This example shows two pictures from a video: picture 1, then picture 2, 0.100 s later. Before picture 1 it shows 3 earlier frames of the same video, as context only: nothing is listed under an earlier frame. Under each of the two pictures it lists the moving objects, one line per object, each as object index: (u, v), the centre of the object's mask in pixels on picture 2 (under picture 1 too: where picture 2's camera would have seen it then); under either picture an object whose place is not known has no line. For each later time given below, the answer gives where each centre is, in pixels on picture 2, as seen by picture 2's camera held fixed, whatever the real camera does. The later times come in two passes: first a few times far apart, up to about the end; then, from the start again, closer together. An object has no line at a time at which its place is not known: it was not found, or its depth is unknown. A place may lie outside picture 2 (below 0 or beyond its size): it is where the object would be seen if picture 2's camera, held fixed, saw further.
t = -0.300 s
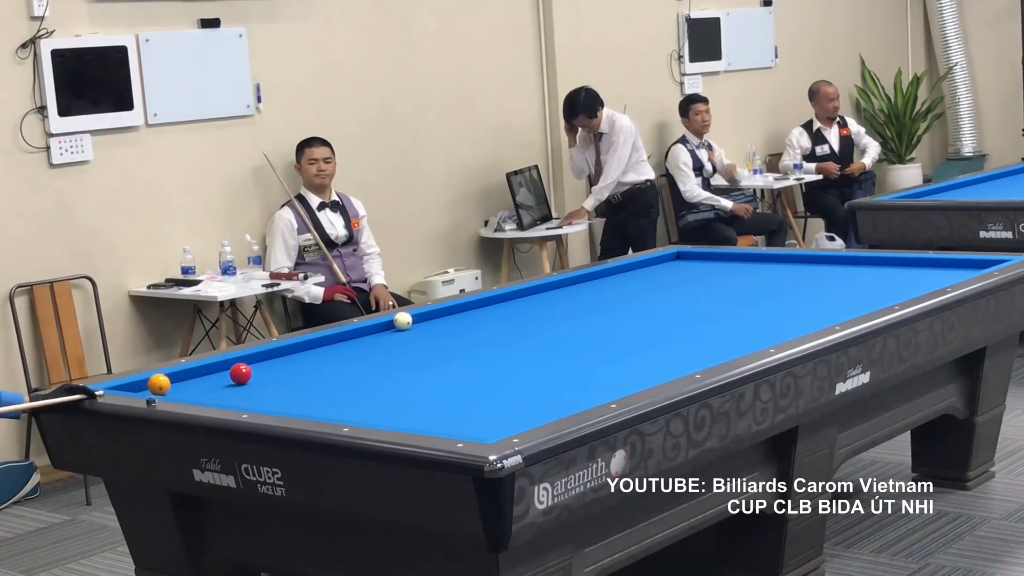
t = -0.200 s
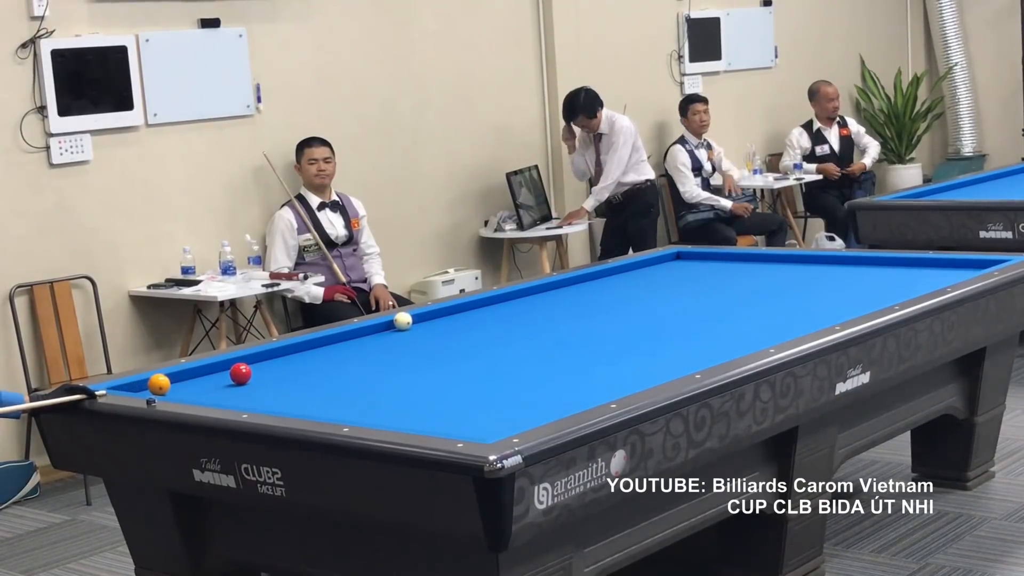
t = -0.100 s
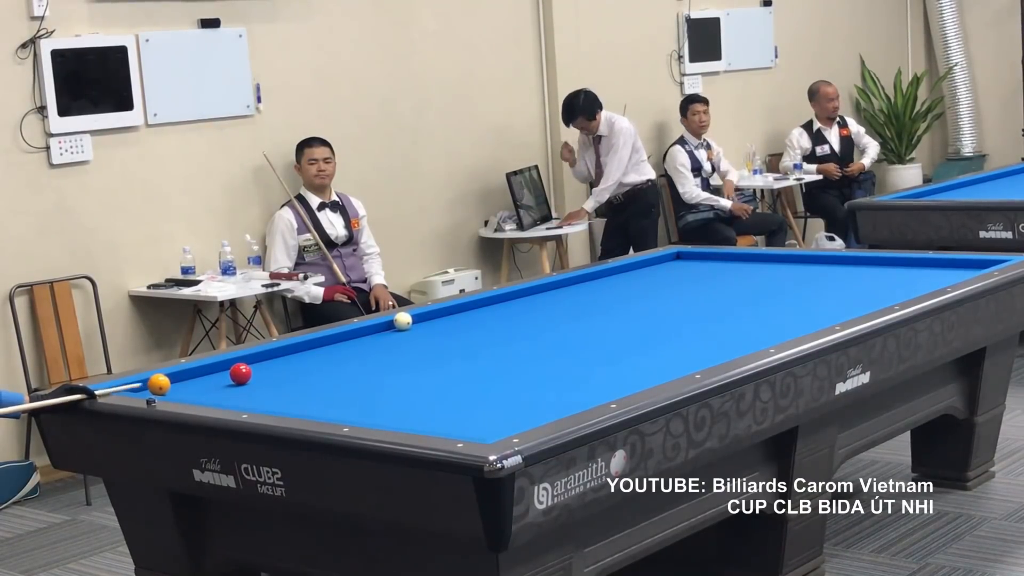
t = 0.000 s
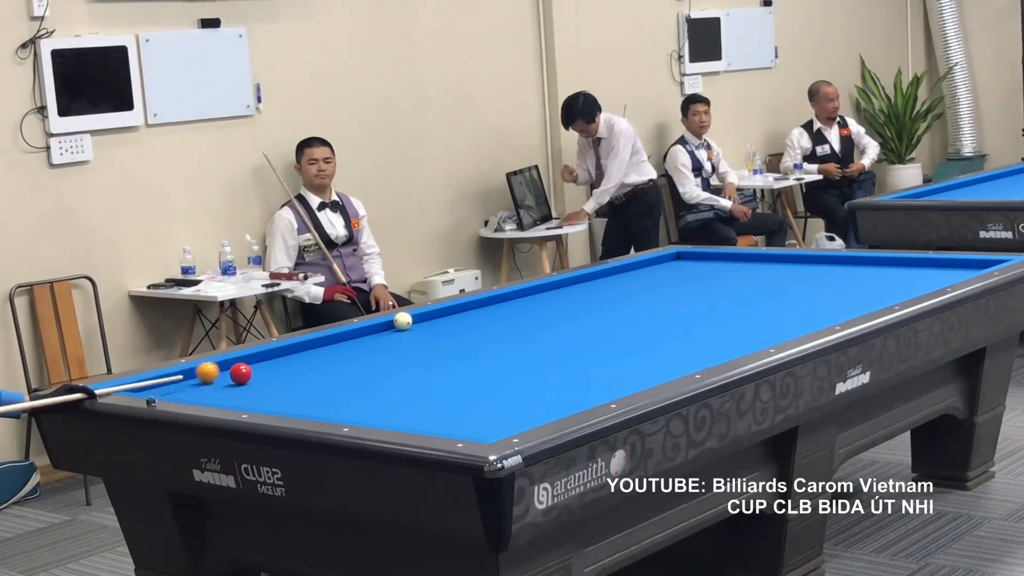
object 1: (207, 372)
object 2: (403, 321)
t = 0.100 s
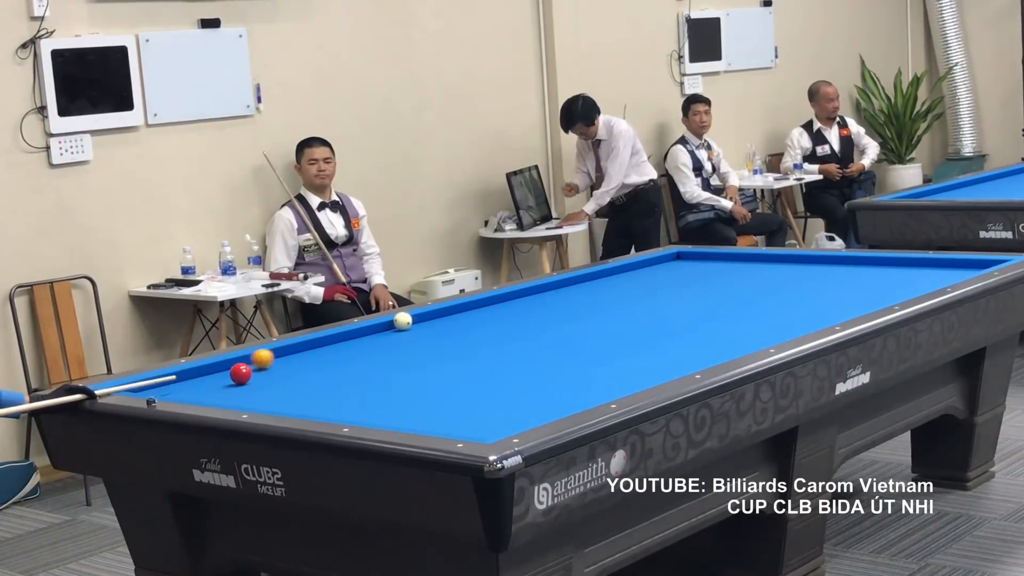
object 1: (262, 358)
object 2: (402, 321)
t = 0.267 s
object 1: (346, 338)
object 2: (402, 321)
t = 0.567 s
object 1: (479, 316)
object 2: (443, 318)
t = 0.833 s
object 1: (590, 303)
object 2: (499, 315)
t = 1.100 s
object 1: (695, 289)
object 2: (554, 312)
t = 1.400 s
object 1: (808, 276)
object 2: (614, 310)
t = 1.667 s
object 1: (902, 264)
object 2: (669, 307)
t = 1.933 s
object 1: (957, 267)
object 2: (721, 304)
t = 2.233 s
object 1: (925, 277)
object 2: (781, 302)
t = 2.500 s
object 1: (860, 284)
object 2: (833, 299)
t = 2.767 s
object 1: (795, 291)
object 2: (885, 295)
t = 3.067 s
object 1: (722, 299)
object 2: (890, 292)
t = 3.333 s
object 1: (657, 306)
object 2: (877, 291)
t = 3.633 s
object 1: (585, 314)
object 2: (863, 287)
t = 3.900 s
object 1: (520, 322)
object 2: (852, 285)
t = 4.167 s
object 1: (456, 329)
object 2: (841, 283)
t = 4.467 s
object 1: (382, 337)
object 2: (830, 281)
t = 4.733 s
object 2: (821, 279)
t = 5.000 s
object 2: (812, 277)
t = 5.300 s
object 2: (803, 275)
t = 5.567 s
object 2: (796, 273)
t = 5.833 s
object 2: (789, 272)
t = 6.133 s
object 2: (783, 270)
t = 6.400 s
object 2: (777, 269)
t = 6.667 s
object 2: (772, 268)
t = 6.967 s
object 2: (767, 267)
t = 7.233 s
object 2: (763, 266)
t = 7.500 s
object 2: (759, 265)
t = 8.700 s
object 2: (748, 263)
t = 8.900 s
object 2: (746, 263)
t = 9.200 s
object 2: (745, 262)
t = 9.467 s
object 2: (744, 262)
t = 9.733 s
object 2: (743, 262)
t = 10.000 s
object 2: (743, 262)
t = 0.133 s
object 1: (280, 355)
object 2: (402, 321)
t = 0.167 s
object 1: (297, 350)
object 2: (403, 321)
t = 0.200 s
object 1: (314, 346)
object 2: (402, 321)
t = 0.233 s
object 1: (329, 342)
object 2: (403, 321)
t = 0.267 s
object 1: (346, 338)
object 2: (402, 321)
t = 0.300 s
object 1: (361, 334)
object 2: (403, 321)
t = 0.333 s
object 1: (376, 330)
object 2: (403, 321)
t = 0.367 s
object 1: (391, 326)
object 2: (404, 320)
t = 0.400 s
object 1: (404, 323)
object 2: (400, 316)
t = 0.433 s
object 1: (421, 322)
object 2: (407, 319)
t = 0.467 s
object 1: (435, 320)
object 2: (419, 319)
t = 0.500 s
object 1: (450, 319)
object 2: (428, 318)
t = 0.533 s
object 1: (464, 318)
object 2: (436, 318)
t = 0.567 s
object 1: (479, 316)
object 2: (443, 318)
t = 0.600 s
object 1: (493, 314)
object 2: (451, 317)
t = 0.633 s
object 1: (507, 313)
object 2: (458, 317)
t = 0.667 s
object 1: (521, 311)
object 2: (465, 317)
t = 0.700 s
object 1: (535, 309)
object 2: (471, 316)
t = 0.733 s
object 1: (549, 307)
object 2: (478, 316)
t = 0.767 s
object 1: (562, 306)
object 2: (485, 316)
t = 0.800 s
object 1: (576, 304)
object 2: (492, 316)
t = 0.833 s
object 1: (590, 303)
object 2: (499, 315)
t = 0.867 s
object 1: (603, 301)
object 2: (506, 315)
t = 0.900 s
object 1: (617, 299)
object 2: (513, 315)
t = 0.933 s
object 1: (630, 298)
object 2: (519, 314)
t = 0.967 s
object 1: (643, 296)
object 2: (526, 314)
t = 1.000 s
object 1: (656, 294)
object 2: (533, 313)
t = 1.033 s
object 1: (669, 292)
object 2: (540, 313)
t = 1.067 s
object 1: (682, 291)
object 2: (547, 313)
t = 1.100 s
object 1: (695, 289)
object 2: (554, 312)
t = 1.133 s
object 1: (708, 288)
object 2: (560, 312)
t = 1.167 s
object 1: (721, 286)
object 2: (567, 312)
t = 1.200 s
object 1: (733, 285)
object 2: (574, 311)
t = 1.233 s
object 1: (745, 283)
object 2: (581, 311)
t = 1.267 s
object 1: (758, 282)
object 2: (588, 311)
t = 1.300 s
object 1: (770, 280)
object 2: (594, 310)
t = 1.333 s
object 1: (783, 279)
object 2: (601, 310)
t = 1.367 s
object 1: (795, 277)
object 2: (608, 310)
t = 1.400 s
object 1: (808, 276)
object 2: (614, 310)
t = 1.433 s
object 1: (820, 275)
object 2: (621, 309)
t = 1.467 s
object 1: (832, 273)
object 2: (628, 309)
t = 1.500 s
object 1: (843, 272)
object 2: (635, 308)
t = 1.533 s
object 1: (855, 270)
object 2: (641, 308)
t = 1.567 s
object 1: (867, 269)
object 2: (648, 308)
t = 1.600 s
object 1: (879, 267)
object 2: (655, 308)
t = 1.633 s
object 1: (891, 266)
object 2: (662, 307)
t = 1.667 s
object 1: (902, 264)
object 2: (669, 307)
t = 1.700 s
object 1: (914, 263)
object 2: (675, 307)
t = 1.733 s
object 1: (925, 262)
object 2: (682, 306)
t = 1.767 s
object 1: (936, 260)
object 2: (688, 306)
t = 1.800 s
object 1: (939, 262)
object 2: (695, 306)
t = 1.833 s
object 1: (944, 263)
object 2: (702, 305)
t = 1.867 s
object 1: (948, 265)
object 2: (708, 305)
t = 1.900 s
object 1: (953, 266)
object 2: (715, 305)
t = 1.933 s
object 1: (957, 267)
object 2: (721, 304)
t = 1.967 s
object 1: (962, 268)
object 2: (728, 304)
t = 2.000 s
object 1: (967, 268)
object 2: (735, 304)
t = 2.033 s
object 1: (972, 268)
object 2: (742, 303)
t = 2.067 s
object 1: (968, 269)
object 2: (748, 303)
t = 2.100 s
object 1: (958, 272)
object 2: (755, 303)
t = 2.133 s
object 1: (949, 273)
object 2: (761, 302)
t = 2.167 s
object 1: (940, 274)
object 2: (768, 302)
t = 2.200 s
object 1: (932, 276)
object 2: (774, 302)
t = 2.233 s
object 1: (925, 277)
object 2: (781, 302)
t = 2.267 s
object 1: (916, 278)
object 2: (788, 301)
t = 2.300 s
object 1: (908, 279)
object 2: (794, 301)
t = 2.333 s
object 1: (900, 279)
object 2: (801, 301)
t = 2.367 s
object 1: (893, 280)
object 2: (807, 301)
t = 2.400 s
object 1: (884, 281)
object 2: (814, 300)
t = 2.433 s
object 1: (876, 282)
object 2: (821, 300)
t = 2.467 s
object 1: (868, 283)
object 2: (827, 300)
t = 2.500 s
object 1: (860, 284)
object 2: (833, 299)
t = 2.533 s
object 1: (852, 285)
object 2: (840, 299)
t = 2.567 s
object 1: (843, 284)
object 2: (846, 299)
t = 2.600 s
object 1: (835, 286)
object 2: (853, 298)
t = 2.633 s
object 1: (827, 287)
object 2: (860, 298)
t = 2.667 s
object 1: (819, 288)
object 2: (866, 298)
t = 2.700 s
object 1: (811, 289)
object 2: (872, 297)
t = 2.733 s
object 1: (803, 290)
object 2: (879, 296)
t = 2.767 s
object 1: (795, 291)
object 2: (885, 295)
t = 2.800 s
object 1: (787, 291)
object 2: (891, 294)
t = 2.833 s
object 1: (779, 293)
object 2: (897, 293)
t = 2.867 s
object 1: (771, 294)
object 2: (901, 293)
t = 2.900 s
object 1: (763, 294)
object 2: (899, 293)
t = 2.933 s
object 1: (755, 295)
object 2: (896, 293)
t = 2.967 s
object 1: (747, 296)
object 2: (895, 292)
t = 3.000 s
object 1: (738, 297)
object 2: (893, 292)
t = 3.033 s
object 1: (730, 298)
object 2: (891, 292)
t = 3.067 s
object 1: (722, 299)
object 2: (890, 292)
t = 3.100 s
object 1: (714, 300)
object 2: (888, 292)
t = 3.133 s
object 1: (706, 301)
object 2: (886, 292)
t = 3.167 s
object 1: (698, 302)
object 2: (885, 292)
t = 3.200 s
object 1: (690, 303)
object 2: (883, 292)
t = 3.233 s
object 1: (682, 304)
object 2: (882, 292)
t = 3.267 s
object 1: (674, 304)
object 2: (880, 292)
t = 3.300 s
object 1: (666, 305)
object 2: (879, 291)
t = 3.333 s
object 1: (657, 306)
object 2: (877, 291)
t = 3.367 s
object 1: (650, 307)
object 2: (876, 291)
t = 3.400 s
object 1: (641, 308)
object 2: (874, 290)
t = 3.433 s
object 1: (633, 309)
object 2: (872, 290)
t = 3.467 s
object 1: (625, 310)
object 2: (871, 289)
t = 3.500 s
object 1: (617, 311)
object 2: (869, 289)
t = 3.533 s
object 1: (609, 312)
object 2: (868, 289)
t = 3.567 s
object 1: (601, 312)
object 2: (866, 288)
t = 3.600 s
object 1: (593, 313)
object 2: (865, 288)
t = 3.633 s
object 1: (585, 314)
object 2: (863, 287)
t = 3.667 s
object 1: (577, 315)
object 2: (862, 287)
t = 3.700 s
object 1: (569, 316)
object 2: (860, 287)
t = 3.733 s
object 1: (561, 317)
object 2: (859, 287)
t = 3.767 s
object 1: (553, 318)
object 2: (858, 286)
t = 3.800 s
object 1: (544, 319)
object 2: (856, 286)
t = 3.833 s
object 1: (537, 320)
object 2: (855, 286)
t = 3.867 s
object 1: (528, 320)
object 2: (853, 285)
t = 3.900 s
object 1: (520, 322)
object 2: (852, 285)
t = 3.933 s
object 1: (512, 322)
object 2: (850, 285)
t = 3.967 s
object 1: (504, 323)
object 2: (849, 285)
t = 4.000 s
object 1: (496, 324)
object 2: (848, 284)
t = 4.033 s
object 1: (488, 325)
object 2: (846, 284)
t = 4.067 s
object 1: (480, 326)
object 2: (845, 284)
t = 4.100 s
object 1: (472, 327)
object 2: (844, 284)
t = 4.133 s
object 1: (463, 328)
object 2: (843, 283)
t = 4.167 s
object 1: (456, 329)
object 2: (841, 283)
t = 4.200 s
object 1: (447, 330)
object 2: (840, 283)
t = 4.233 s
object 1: (440, 331)
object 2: (839, 282)
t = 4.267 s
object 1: (431, 332)
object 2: (837, 282)
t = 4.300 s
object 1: (423, 333)
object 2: (836, 282)
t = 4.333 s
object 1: (415, 333)
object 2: (835, 282)
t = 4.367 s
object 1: (407, 334)
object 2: (833, 281)
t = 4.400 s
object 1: (398, 335)
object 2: (832, 281)
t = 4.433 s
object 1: (390, 336)
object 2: (831, 281)
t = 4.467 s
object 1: (382, 337)
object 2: (830, 281)
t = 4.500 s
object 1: (374, 338)
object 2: (829, 280)
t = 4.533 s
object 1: (366, 339)
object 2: (828, 280)
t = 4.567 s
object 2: (827, 280)
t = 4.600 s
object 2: (825, 280)
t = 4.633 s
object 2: (824, 279)
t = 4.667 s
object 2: (823, 279)
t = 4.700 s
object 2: (822, 279)
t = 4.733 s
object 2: (821, 279)
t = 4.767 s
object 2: (820, 279)
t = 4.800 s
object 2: (819, 278)
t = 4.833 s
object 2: (818, 278)
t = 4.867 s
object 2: (817, 278)
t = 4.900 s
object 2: (815, 278)
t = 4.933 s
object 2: (814, 277)
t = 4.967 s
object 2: (813, 277)
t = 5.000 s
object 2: (812, 277)
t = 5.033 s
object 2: (812, 277)
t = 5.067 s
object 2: (810, 276)
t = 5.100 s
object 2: (809, 276)
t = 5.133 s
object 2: (808, 276)
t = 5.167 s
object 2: (807, 276)
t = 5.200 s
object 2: (806, 275)
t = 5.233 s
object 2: (805, 275)
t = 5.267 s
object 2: (804, 275)
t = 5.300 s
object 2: (803, 275)
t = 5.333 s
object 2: (802, 275)
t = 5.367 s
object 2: (801, 275)
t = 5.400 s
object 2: (801, 274)
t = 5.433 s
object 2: (800, 274)
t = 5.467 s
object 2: (799, 274)
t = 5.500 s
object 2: (798, 274)
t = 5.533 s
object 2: (797, 274)
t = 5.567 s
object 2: (796, 273)
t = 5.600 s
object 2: (795, 273)
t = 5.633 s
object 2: (794, 273)
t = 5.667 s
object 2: (794, 273)
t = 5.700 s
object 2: (793, 273)
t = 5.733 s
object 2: (792, 273)
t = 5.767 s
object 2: (791, 272)
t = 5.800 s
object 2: (790, 272)
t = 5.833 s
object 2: (789, 272)
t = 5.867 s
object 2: (789, 272)
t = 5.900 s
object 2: (788, 272)
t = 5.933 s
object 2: (787, 272)
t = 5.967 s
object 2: (787, 271)
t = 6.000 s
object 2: (786, 271)
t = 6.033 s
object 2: (785, 271)
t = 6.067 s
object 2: (785, 271)
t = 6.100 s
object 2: (784, 271)
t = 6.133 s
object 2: (783, 270)
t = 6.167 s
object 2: (782, 270)
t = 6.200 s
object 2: (781, 270)
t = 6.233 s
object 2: (781, 270)
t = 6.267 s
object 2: (780, 270)
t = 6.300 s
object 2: (779, 270)
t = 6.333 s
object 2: (779, 270)
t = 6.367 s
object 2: (778, 269)
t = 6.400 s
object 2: (777, 269)
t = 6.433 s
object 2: (777, 269)
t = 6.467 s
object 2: (776, 269)
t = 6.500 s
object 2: (775, 269)
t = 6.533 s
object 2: (775, 269)
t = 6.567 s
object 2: (774, 269)
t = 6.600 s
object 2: (774, 268)
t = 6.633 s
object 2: (773, 268)
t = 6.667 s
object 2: (772, 268)
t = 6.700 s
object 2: (772, 268)
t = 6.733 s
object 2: (771, 268)
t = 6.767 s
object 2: (770, 268)
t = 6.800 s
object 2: (769, 268)
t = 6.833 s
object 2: (769, 268)
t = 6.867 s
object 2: (768, 268)
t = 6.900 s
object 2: (768, 267)
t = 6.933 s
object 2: (767, 267)
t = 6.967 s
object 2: (767, 267)
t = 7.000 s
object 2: (766, 267)
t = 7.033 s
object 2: (766, 267)
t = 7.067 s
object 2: (765, 267)
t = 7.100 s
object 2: (765, 267)
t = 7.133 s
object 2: (764, 266)
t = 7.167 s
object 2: (764, 266)
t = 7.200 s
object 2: (763, 266)
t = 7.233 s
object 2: (763, 266)
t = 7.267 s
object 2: (762, 266)
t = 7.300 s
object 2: (762, 266)
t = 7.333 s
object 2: (761, 266)
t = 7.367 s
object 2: (761, 266)
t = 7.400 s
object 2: (760, 266)
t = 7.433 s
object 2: (760, 266)
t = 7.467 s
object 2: (759, 265)
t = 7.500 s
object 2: (759, 265)
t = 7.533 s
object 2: (758, 266)
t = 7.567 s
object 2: (758, 265)
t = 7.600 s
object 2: (757, 265)
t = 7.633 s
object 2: (757, 265)
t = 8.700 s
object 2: (748, 263)
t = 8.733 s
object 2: (747, 263)
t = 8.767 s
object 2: (747, 263)
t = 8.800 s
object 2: (747, 263)
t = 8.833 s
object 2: (747, 263)
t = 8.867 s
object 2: (747, 263)
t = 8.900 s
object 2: (746, 263)
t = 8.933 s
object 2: (746, 263)
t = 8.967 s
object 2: (746, 263)
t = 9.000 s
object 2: (746, 263)
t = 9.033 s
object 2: (745, 263)
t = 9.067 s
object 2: (745, 263)
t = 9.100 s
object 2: (745, 263)
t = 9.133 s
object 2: (745, 263)
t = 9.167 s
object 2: (745, 263)
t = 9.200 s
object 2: (745, 262)
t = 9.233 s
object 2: (744, 262)
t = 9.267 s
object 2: (744, 262)
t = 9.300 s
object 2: (744, 262)
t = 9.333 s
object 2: (744, 262)
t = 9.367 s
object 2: (744, 262)
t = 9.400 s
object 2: (744, 262)
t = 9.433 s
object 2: (744, 262)
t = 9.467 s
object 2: (744, 262)
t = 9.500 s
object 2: (744, 262)
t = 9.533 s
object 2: (743, 262)
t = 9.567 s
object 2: (743, 262)
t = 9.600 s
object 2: (743, 262)
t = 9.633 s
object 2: (743, 262)
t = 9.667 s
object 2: (743, 262)
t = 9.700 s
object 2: (743, 262)
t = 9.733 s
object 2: (743, 262)
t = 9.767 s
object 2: (743, 262)
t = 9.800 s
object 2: (743, 262)
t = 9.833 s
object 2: (743, 262)
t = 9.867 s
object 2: (743, 262)
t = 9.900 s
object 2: (743, 262)
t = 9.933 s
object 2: (743, 262)
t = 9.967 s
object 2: (743, 262)
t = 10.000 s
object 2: (743, 262)
